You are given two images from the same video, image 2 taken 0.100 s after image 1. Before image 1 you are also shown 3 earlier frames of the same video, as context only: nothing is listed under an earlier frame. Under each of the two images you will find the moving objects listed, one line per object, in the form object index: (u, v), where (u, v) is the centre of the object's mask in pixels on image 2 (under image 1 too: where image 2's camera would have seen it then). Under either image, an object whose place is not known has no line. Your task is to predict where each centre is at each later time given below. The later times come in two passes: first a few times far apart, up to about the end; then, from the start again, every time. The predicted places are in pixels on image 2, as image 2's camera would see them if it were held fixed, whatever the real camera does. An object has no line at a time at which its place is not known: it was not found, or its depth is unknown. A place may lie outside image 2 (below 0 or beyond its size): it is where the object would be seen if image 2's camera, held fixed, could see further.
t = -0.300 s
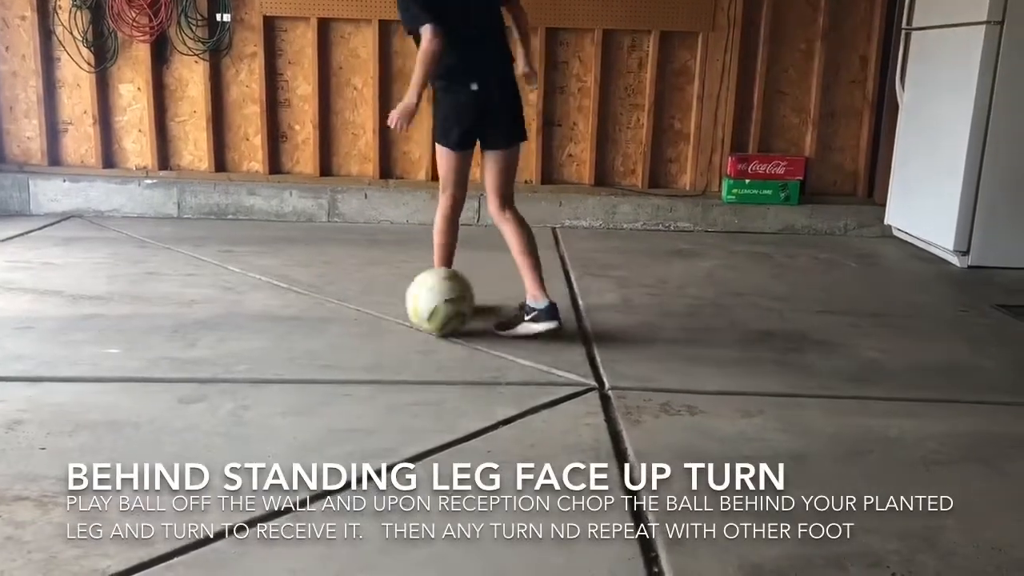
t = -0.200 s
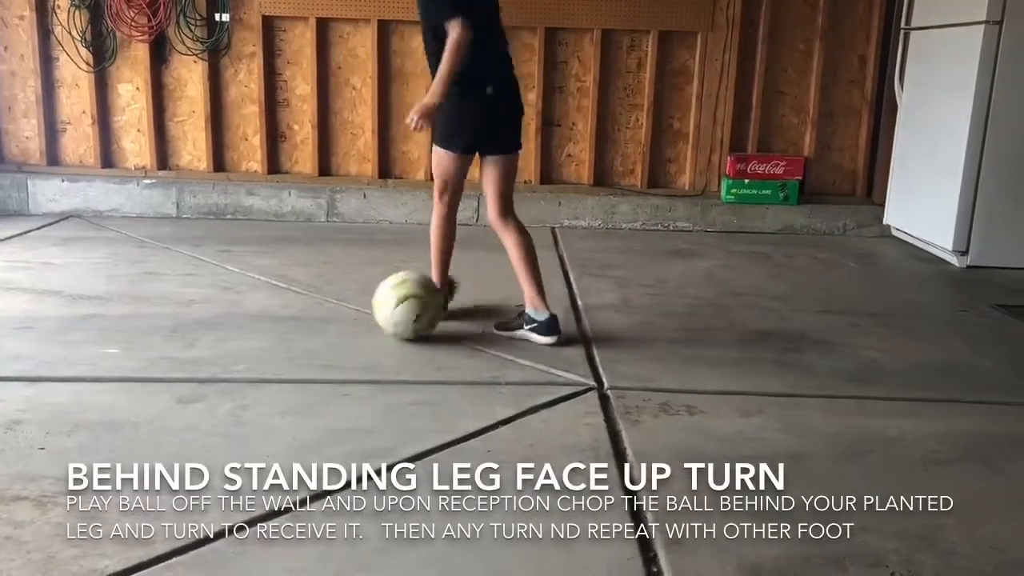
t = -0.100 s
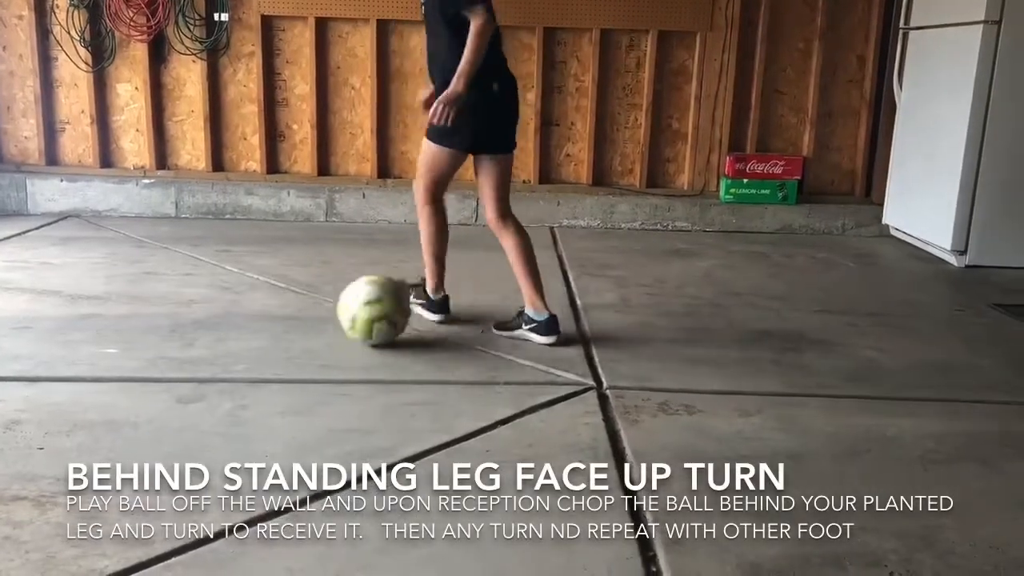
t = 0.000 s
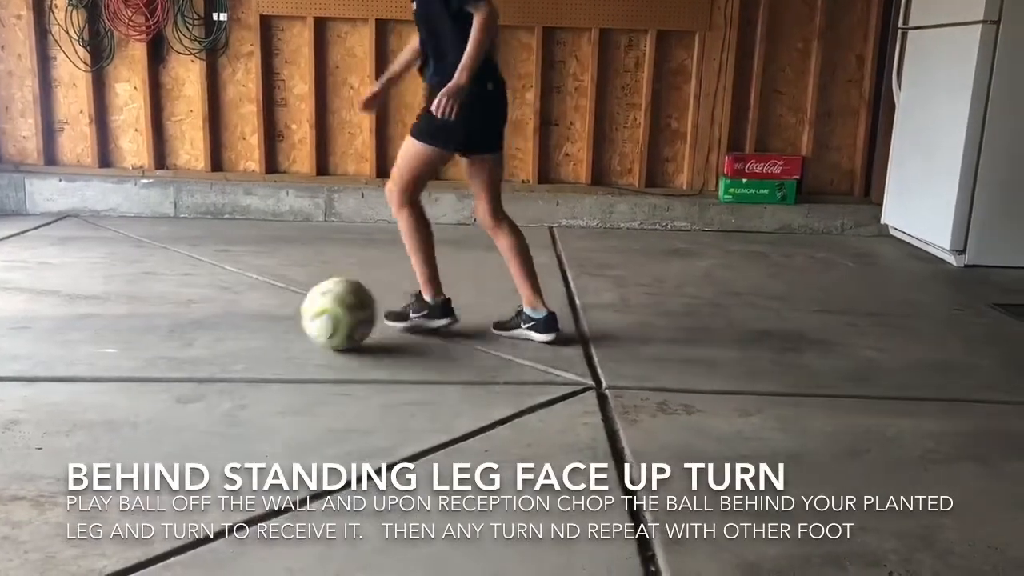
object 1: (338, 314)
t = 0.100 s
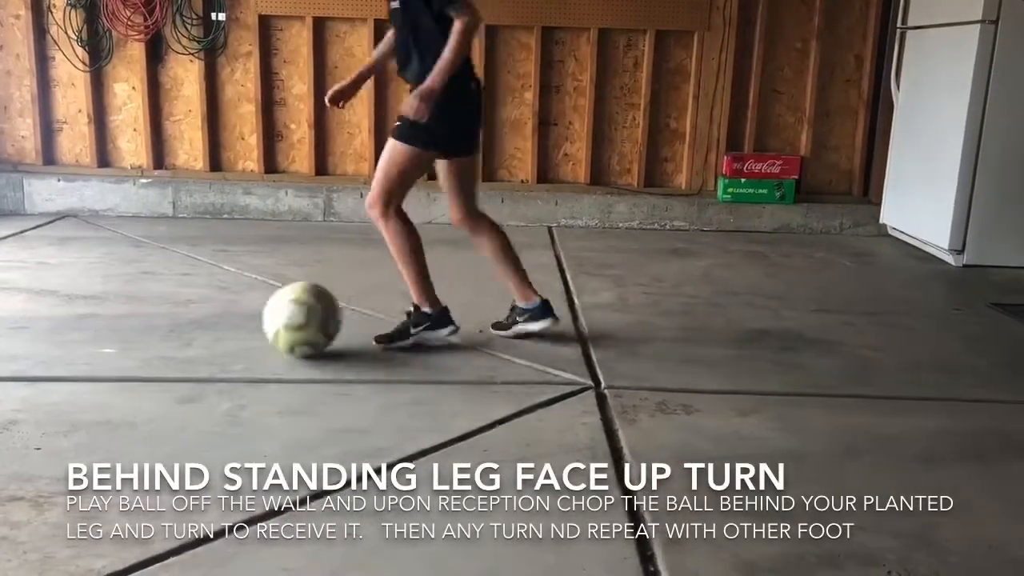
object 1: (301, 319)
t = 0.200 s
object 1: (264, 324)
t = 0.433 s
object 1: (168, 336)
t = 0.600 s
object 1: (94, 346)
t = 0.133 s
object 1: (289, 321)
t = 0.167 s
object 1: (276, 323)
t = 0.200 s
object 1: (264, 324)
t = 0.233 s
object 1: (251, 326)
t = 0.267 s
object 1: (238, 328)
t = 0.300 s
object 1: (224, 329)
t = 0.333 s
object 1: (211, 331)
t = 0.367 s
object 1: (197, 333)
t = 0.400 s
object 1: (183, 335)
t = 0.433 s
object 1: (168, 336)
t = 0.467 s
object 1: (154, 338)
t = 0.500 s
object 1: (140, 340)
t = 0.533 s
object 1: (124, 342)
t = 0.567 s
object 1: (109, 342)
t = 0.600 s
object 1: (94, 346)
